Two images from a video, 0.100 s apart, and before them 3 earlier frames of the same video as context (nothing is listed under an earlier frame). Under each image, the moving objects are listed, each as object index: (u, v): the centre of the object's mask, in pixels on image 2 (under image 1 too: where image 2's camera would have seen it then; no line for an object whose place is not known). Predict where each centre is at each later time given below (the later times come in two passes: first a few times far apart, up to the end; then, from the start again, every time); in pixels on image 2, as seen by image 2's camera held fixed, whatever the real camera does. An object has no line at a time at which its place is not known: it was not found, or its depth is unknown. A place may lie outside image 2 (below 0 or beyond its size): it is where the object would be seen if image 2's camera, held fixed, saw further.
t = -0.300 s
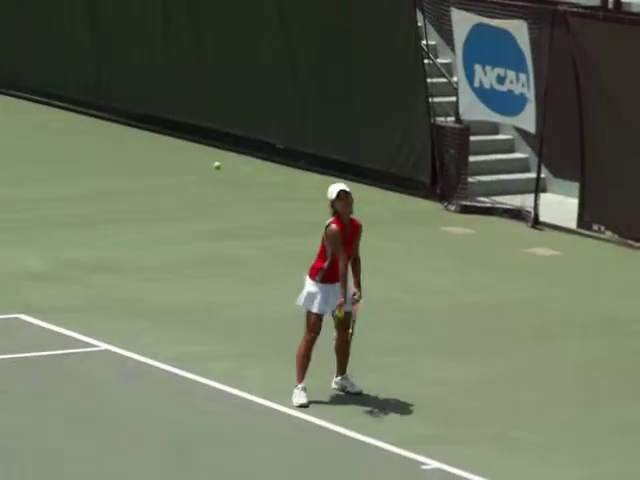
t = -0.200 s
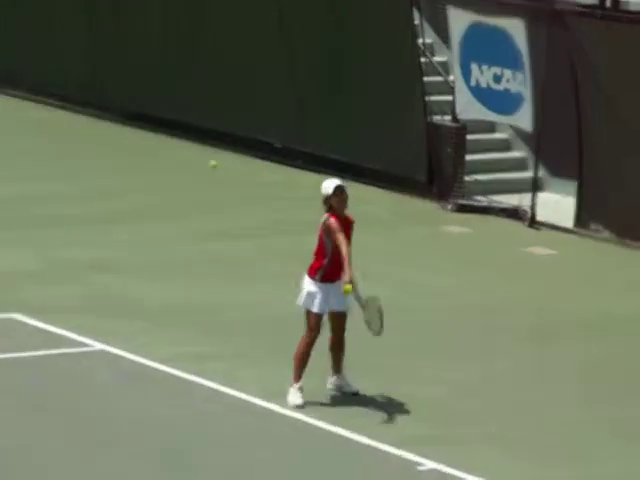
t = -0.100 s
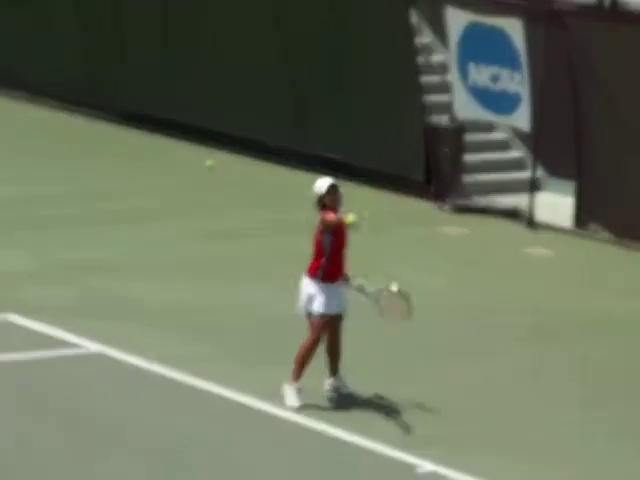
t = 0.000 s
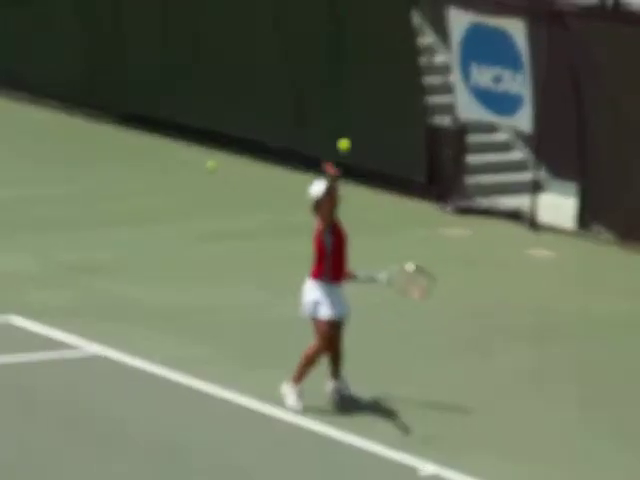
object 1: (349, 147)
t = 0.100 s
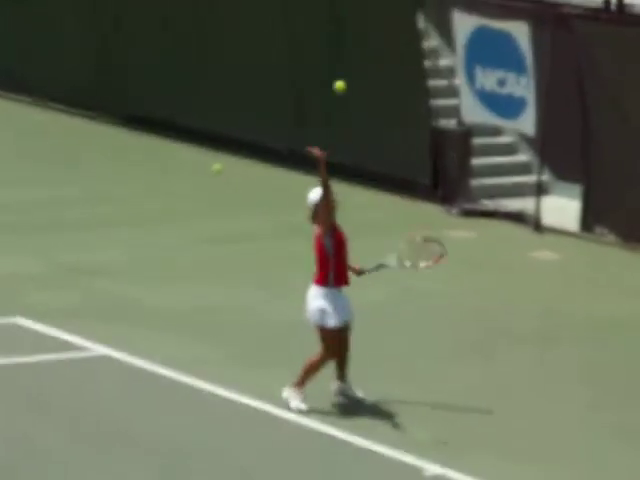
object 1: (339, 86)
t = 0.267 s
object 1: (322, 16)
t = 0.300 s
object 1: (318, 7)
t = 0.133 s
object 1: (335, 69)
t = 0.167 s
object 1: (333, 53)
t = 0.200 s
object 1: (329, 39)
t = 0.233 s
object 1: (326, 27)
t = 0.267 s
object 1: (322, 16)
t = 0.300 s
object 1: (318, 7)
